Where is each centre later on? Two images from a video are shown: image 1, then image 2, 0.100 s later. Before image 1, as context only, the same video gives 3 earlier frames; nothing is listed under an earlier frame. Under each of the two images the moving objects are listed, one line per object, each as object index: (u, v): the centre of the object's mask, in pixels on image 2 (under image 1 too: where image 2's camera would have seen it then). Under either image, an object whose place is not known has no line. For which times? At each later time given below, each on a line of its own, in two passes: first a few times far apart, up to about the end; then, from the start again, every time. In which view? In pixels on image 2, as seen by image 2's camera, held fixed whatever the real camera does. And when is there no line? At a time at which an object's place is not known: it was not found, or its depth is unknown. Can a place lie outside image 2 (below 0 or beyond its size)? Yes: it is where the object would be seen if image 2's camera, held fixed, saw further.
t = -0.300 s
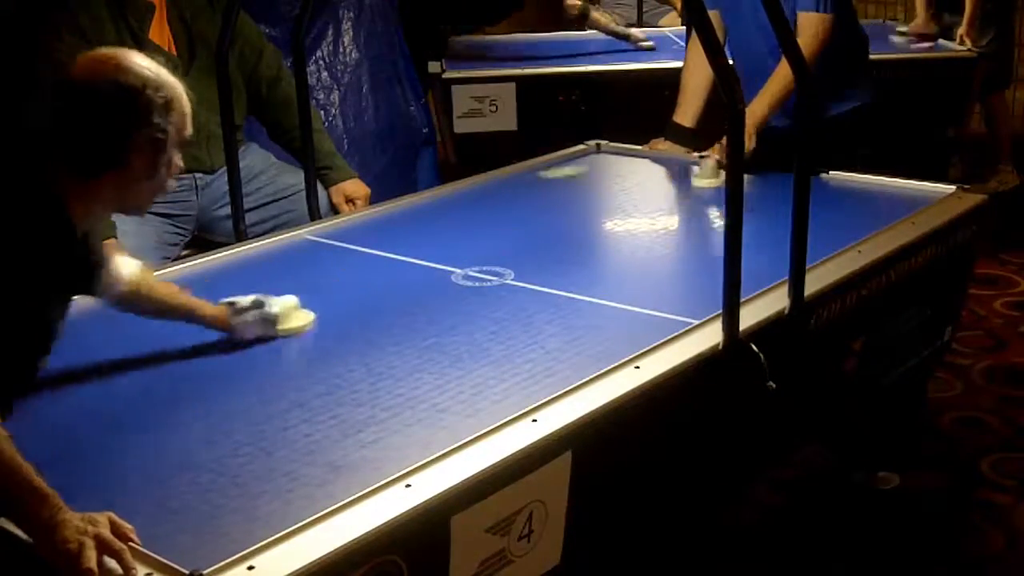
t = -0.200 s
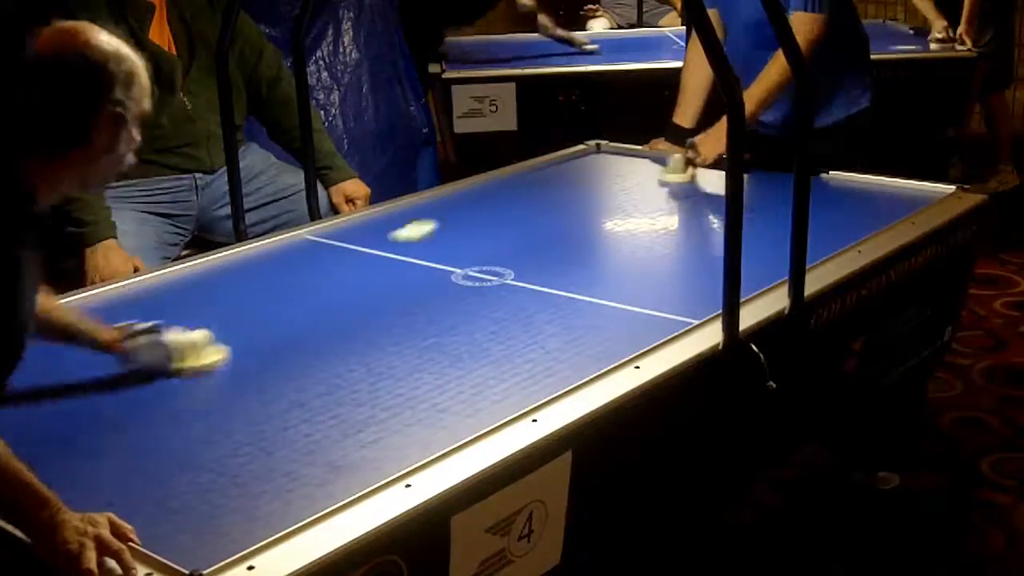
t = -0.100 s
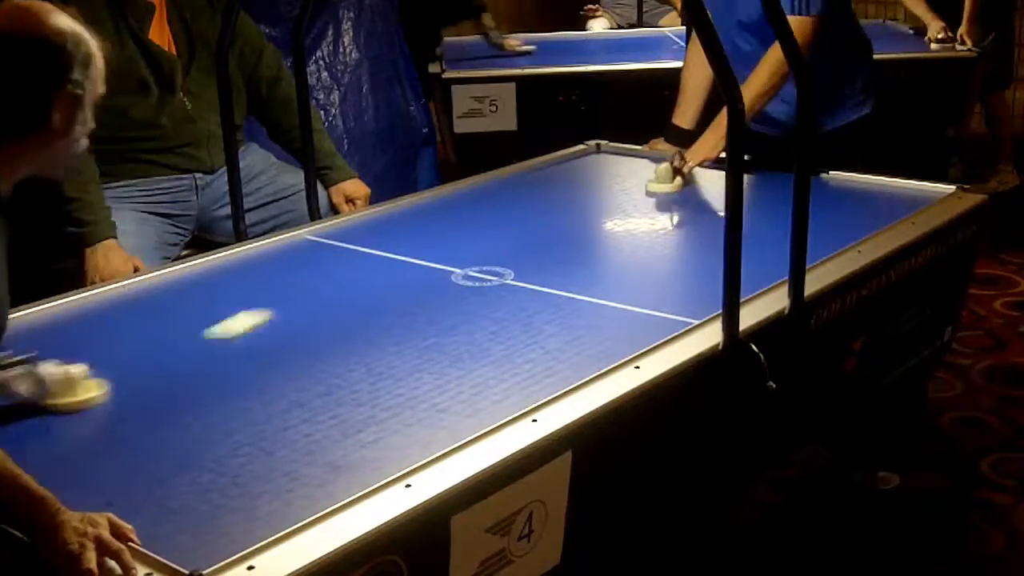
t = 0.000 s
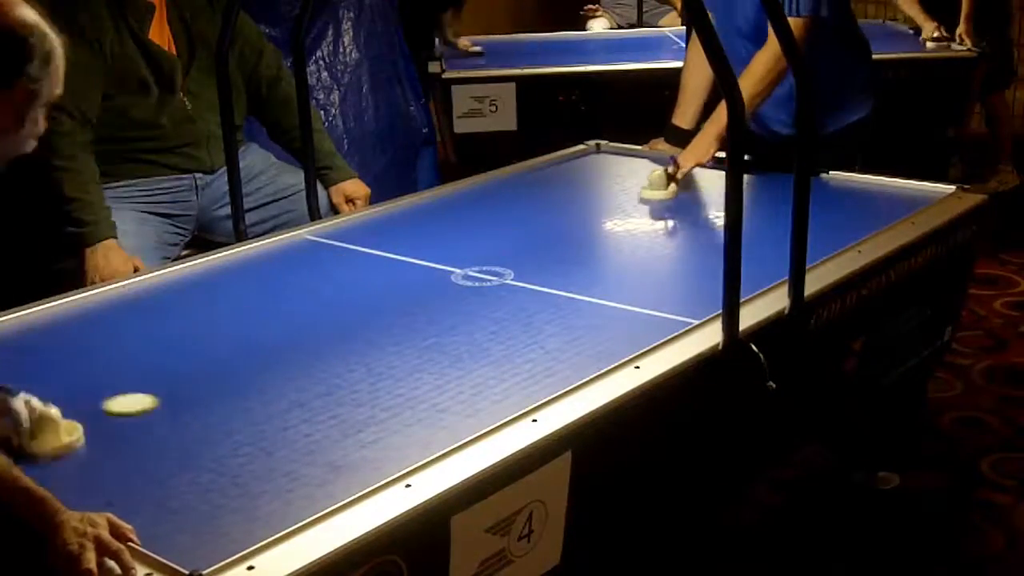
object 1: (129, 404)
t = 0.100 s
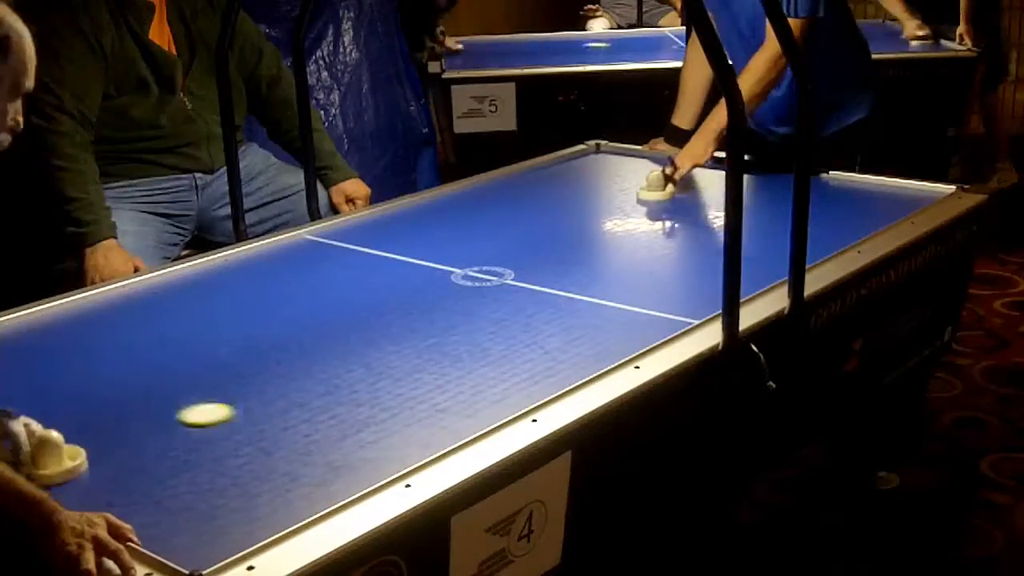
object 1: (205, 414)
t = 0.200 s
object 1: (285, 425)
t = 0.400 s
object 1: (434, 437)
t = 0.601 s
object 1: (398, 375)
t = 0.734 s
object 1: (378, 340)
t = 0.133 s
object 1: (232, 417)
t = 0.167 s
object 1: (259, 421)
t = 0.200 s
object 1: (285, 425)
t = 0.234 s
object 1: (312, 428)
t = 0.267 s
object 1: (340, 432)
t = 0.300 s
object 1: (368, 436)
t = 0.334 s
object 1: (396, 439)
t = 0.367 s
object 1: (425, 442)
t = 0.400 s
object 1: (434, 437)
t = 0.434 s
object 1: (429, 426)
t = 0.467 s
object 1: (422, 415)
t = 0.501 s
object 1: (416, 404)
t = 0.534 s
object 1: (410, 394)
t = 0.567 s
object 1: (404, 384)
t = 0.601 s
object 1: (398, 375)
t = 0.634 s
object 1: (393, 366)
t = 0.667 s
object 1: (388, 357)
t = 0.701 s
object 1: (383, 348)
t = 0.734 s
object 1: (378, 340)
